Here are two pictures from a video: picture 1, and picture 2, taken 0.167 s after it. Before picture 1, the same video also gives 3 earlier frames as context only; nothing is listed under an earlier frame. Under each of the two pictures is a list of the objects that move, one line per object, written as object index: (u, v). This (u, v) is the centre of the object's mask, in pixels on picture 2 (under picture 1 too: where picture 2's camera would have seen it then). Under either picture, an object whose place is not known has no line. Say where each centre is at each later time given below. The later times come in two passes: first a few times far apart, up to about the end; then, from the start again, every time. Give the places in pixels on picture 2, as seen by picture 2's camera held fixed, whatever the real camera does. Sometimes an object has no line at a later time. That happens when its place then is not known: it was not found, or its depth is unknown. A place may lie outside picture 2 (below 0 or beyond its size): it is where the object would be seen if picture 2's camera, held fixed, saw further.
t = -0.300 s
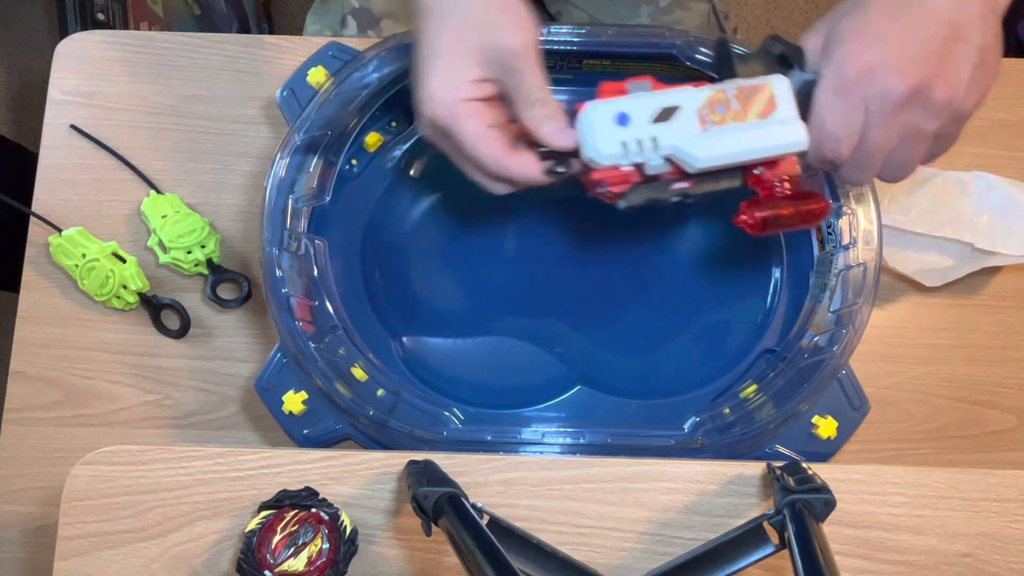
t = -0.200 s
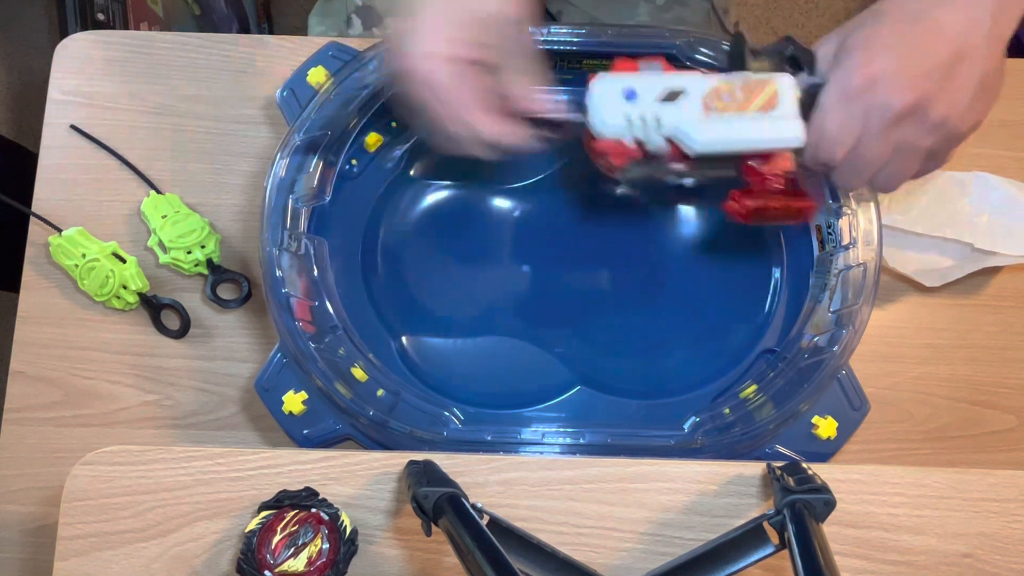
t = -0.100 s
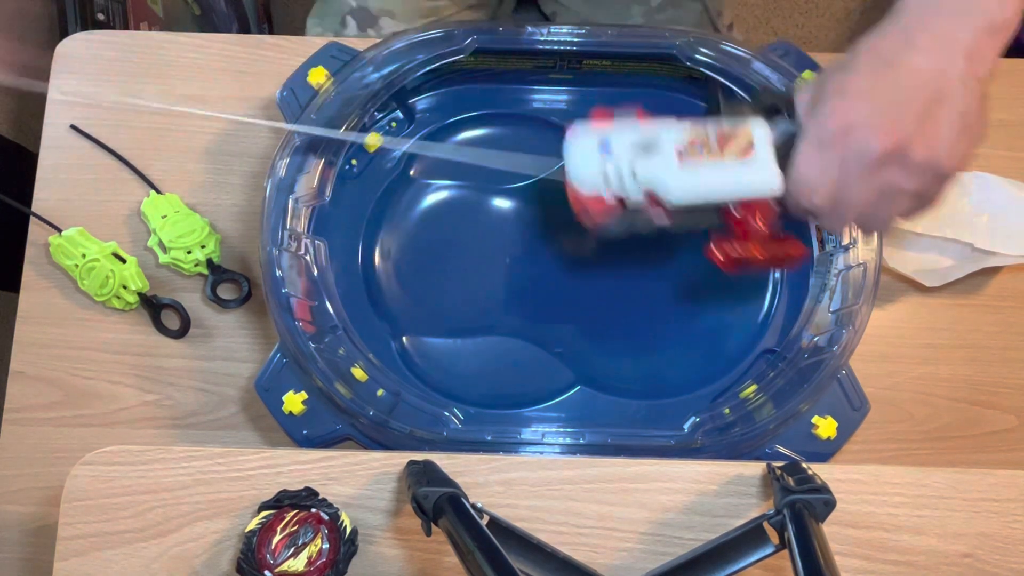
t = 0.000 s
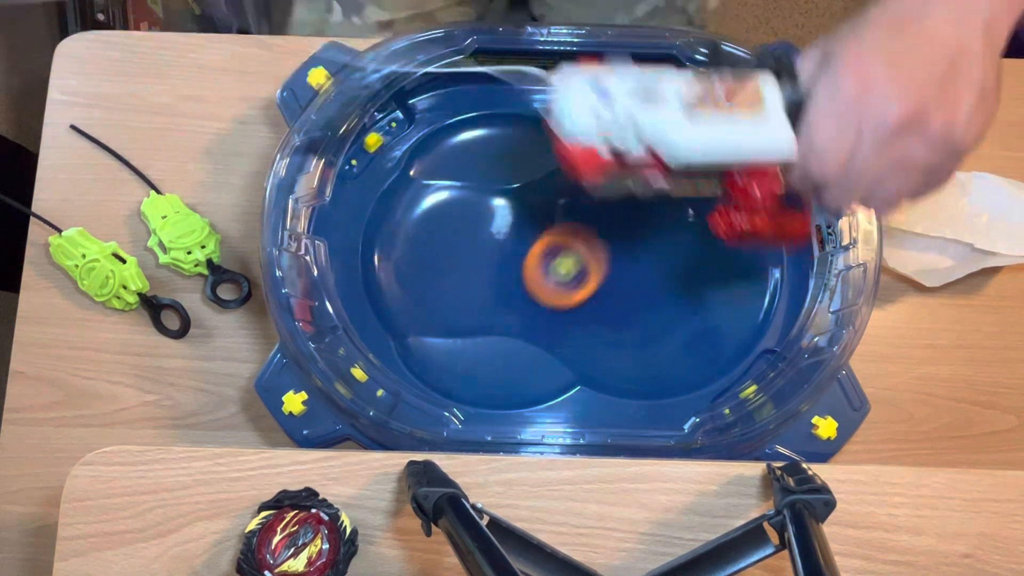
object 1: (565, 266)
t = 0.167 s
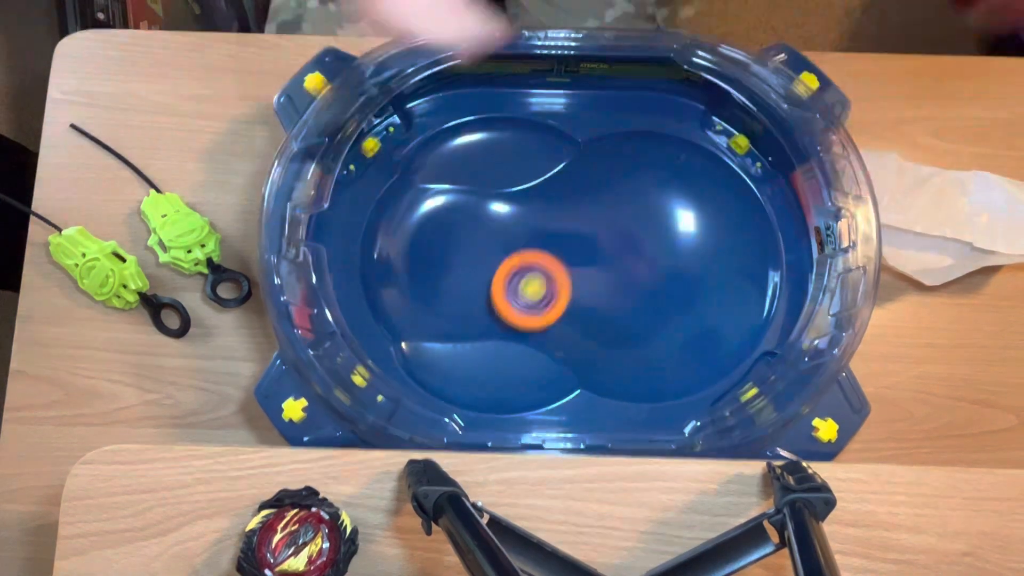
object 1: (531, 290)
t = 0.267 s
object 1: (527, 296)
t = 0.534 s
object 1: (567, 277)
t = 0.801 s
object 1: (614, 284)
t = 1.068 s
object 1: (664, 270)
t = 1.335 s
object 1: (645, 233)
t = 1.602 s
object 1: (633, 252)
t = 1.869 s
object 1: (677, 269)
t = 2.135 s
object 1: (657, 246)
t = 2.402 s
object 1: (670, 264)
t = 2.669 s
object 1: (660, 263)
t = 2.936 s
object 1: (663, 270)
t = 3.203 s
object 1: (671, 274)
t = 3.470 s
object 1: (662, 271)
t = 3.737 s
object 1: (665, 278)
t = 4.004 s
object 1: (661, 273)
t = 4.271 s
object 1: (661, 279)
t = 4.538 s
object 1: (660, 278)
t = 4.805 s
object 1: (660, 274)
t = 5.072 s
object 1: (660, 270)
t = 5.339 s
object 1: (660, 268)
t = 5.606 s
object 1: (659, 269)
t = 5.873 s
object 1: (662, 267)
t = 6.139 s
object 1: (663, 264)
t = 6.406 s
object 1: (662, 265)
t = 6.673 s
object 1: (661, 265)
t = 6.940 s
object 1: (660, 271)
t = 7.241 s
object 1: (661, 275)
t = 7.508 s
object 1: (661, 273)
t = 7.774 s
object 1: (658, 275)
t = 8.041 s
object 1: (656, 275)
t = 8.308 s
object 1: (655, 270)
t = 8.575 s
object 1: (653, 268)
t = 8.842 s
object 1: (656, 269)
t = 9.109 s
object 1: (661, 261)
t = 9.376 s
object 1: (658, 265)
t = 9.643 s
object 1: (662, 264)
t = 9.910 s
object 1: (664, 269)
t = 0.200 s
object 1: (527, 295)
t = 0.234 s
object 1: (527, 295)
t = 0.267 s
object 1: (527, 296)
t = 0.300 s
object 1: (529, 296)
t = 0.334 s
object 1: (532, 293)
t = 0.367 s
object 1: (537, 290)
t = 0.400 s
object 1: (542, 286)
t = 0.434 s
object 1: (547, 283)
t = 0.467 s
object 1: (554, 280)
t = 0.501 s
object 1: (561, 278)
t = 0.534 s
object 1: (567, 277)
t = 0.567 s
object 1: (574, 277)
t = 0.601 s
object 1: (580, 277)
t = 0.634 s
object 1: (586, 278)
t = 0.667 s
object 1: (592, 279)
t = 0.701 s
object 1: (597, 281)
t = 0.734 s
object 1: (603, 282)
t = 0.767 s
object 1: (609, 283)
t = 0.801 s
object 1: (614, 284)
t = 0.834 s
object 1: (619, 284)
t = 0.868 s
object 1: (625, 284)
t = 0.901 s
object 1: (631, 283)
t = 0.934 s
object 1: (637, 282)
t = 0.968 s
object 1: (644, 280)
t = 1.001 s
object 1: (651, 277)
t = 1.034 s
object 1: (657, 274)
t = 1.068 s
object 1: (664, 270)
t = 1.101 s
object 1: (669, 264)
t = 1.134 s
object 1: (672, 257)
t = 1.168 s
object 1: (672, 251)
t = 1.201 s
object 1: (670, 245)
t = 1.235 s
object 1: (666, 241)
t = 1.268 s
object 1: (659, 238)
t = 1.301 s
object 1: (652, 235)
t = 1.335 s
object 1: (645, 233)
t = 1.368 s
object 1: (640, 233)
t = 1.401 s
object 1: (635, 233)
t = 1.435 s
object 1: (632, 235)
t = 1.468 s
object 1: (630, 238)
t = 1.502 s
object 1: (630, 242)
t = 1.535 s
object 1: (630, 245)
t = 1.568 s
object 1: (631, 249)
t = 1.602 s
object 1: (633, 252)
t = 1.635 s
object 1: (636, 255)
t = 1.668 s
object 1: (639, 258)
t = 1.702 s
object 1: (643, 261)
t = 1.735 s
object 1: (648, 264)
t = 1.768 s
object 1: (654, 267)
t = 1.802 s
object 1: (662, 270)
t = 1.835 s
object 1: (670, 271)
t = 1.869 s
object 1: (677, 269)
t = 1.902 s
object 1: (680, 266)
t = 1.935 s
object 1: (680, 262)
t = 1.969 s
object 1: (678, 258)
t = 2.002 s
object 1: (674, 254)
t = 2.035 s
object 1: (669, 249)
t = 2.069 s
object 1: (664, 246)
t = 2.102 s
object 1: (660, 245)
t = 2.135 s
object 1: (657, 246)
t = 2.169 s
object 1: (655, 248)
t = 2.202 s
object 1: (655, 252)
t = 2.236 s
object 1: (657, 257)
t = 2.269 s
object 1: (660, 262)
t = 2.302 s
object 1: (664, 266)
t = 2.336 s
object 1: (667, 268)
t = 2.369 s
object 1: (669, 267)
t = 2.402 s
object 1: (670, 264)
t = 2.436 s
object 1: (671, 260)
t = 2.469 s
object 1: (671, 256)
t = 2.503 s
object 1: (671, 254)
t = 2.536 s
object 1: (669, 254)
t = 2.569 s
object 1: (666, 256)
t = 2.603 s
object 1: (663, 259)
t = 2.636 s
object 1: (661, 262)
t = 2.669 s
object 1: (660, 263)
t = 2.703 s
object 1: (662, 264)
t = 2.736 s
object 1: (666, 265)
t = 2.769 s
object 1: (671, 267)
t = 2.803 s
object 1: (674, 268)
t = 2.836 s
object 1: (675, 270)
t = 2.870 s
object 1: (673, 271)
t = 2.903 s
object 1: (668, 271)
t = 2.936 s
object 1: (663, 270)
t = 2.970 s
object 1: (660, 268)
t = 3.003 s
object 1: (660, 267)
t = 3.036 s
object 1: (662, 268)
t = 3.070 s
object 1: (663, 268)
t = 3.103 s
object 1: (665, 269)
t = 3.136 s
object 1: (668, 271)
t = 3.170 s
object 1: (670, 273)
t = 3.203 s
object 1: (671, 274)
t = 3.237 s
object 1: (671, 275)
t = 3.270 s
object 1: (670, 276)
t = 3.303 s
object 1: (668, 277)
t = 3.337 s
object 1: (665, 276)
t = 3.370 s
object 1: (662, 275)
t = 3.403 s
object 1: (661, 274)
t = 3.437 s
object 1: (661, 272)
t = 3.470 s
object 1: (662, 271)
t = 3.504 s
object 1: (664, 271)
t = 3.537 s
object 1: (667, 271)
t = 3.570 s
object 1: (668, 272)
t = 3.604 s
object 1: (668, 273)
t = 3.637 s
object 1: (668, 275)
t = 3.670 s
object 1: (667, 276)
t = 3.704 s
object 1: (666, 277)
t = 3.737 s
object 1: (665, 278)
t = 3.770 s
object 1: (664, 278)
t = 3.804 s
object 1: (662, 278)
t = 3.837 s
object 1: (661, 278)
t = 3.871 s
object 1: (660, 277)
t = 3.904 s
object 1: (660, 276)
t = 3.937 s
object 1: (660, 275)
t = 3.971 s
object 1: (660, 274)
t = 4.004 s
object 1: (661, 273)
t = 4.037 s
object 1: (662, 273)
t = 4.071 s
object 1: (663, 274)
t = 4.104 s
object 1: (663, 275)
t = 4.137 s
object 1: (663, 276)
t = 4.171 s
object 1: (663, 277)
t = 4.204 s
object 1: (662, 277)
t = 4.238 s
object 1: (661, 278)
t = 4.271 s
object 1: (661, 279)
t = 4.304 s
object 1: (660, 280)
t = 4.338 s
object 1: (659, 280)
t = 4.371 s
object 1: (659, 280)
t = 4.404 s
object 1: (659, 280)
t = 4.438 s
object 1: (659, 280)
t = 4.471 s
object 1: (659, 279)
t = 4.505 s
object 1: (659, 279)
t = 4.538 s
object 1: (660, 278)
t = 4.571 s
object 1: (660, 278)
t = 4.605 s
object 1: (660, 277)
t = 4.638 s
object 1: (661, 277)
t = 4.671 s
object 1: (661, 276)
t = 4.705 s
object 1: (661, 276)
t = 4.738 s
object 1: (660, 275)
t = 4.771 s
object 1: (660, 275)
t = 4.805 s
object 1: (660, 274)
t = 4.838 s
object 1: (660, 274)
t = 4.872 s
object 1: (660, 273)
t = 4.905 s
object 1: (660, 273)
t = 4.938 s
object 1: (660, 272)
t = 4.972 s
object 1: (660, 271)
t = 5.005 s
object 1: (660, 271)
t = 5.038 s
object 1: (660, 270)
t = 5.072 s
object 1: (660, 270)
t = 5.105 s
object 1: (660, 269)
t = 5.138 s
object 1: (660, 269)
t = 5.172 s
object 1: (659, 268)
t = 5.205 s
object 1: (659, 268)
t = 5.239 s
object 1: (659, 268)
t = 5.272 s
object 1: (659, 268)
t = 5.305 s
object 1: (659, 268)
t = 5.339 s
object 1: (660, 268)
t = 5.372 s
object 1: (660, 268)
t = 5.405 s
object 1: (660, 268)
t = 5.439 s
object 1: (660, 268)
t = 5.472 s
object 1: (660, 269)
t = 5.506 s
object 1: (659, 269)
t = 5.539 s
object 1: (659, 269)
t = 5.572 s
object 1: (659, 269)
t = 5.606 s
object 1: (659, 269)
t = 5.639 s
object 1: (659, 269)
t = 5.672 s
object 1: (660, 269)
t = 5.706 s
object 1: (660, 269)
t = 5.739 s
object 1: (660, 269)
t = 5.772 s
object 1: (661, 268)
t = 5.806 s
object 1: (661, 268)
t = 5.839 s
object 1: (661, 268)
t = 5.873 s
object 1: (662, 267)
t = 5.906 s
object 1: (662, 267)
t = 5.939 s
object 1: (662, 266)
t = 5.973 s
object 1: (662, 266)
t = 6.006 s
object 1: (662, 265)
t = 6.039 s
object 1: (662, 265)
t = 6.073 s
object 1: (662, 265)
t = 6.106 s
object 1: (662, 264)
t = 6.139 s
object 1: (663, 264)
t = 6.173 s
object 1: (663, 264)
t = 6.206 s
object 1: (663, 265)
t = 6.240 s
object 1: (663, 265)
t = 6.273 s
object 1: (663, 265)
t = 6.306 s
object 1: (663, 265)
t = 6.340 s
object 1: (663, 265)
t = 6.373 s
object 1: (662, 265)
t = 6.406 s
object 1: (662, 265)
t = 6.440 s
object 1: (662, 265)
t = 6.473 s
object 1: (662, 265)
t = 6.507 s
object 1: (662, 265)
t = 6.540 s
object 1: (662, 265)
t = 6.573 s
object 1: (662, 265)
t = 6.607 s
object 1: (662, 265)
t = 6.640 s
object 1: (661, 265)
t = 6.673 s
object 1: (661, 265)
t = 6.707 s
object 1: (660, 265)
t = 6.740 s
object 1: (660, 265)
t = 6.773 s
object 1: (660, 265)
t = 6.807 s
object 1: (660, 266)
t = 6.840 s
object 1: (660, 267)
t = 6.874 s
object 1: (660, 268)
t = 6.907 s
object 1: (660, 269)
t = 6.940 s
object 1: (660, 271)
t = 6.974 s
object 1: (660, 272)
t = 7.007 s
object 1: (661, 273)
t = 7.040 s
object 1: (661, 273)
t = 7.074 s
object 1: (661, 274)
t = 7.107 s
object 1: (661, 274)
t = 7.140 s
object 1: (661, 274)
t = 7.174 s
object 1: (661, 274)
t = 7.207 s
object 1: (661, 275)
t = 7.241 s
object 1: (661, 275)
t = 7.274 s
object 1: (661, 275)
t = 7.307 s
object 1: (661, 275)
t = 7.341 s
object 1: (661, 275)
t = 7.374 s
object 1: (661, 274)
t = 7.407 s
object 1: (660, 274)
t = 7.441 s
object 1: (660, 273)
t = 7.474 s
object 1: (661, 273)
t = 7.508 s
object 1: (661, 273)
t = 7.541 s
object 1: (661, 274)
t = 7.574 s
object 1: (660, 274)
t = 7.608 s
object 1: (658, 274)
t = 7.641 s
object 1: (658, 273)
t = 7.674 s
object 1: (658, 273)
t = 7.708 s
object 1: (658, 273)
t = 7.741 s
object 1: (658, 274)
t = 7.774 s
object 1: (658, 275)
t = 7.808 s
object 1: (657, 276)
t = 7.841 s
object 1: (655, 276)
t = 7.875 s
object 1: (654, 275)
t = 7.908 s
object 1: (654, 275)
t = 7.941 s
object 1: (654, 274)
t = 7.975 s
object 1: (655, 274)
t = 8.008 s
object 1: (656, 274)
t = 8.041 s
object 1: (656, 275)
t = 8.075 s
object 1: (656, 275)
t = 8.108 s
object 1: (655, 275)
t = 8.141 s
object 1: (655, 275)
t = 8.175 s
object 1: (654, 274)
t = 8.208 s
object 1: (654, 273)
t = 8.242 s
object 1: (654, 272)
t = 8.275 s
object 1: (655, 271)
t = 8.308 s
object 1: (655, 270)
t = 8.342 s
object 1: (656, 270)
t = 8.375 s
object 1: (656, 270)
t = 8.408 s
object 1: (656, 271)
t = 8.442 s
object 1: (656, 271)
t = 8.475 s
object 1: (655, 271)
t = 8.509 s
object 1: (655, 270)
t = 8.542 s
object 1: (654, 269)
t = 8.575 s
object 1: (653, 268)
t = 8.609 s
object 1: (653, 267)
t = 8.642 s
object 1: (654, 266)
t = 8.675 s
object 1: (655, 266)
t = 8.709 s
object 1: (656, 266)
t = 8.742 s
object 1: (657, 267)
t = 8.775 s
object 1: (657, 268)
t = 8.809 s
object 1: (657, 269)
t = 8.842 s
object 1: (656, 269)
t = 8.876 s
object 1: (655, 269)
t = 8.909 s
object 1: (654, 268)
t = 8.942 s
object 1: (654, 266)
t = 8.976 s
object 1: (655, 265)
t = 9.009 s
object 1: (656, 263)
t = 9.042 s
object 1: (658, 262)
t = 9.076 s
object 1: (660, 261)
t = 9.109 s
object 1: (661, 261)
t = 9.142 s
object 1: (661, 262)
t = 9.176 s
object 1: (660, 262)
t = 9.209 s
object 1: (658, 263)
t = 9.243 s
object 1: (657, 263)
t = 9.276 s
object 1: (656, 263)
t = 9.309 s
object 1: (657, 263)
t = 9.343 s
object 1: (657, 264)
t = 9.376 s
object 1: (658, 265)
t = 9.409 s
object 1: (658, 266)
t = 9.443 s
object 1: (658, 266)
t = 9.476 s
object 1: (658, 266)
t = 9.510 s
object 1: (659, 264)
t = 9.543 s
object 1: (661, 263)
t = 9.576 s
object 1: (662, 262)
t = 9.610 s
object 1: (663, 263)
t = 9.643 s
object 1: (662, 264)
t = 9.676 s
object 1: (660, 265)
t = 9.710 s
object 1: (658, 265)
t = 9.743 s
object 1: (657, 264)
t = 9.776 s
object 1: (657, 262)
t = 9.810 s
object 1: (660, 262)
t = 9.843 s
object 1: (663, 263)
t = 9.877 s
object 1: (665, 266)
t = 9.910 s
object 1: (664, 269)
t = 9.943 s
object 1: (662, 271)
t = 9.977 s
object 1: (659, 271)
